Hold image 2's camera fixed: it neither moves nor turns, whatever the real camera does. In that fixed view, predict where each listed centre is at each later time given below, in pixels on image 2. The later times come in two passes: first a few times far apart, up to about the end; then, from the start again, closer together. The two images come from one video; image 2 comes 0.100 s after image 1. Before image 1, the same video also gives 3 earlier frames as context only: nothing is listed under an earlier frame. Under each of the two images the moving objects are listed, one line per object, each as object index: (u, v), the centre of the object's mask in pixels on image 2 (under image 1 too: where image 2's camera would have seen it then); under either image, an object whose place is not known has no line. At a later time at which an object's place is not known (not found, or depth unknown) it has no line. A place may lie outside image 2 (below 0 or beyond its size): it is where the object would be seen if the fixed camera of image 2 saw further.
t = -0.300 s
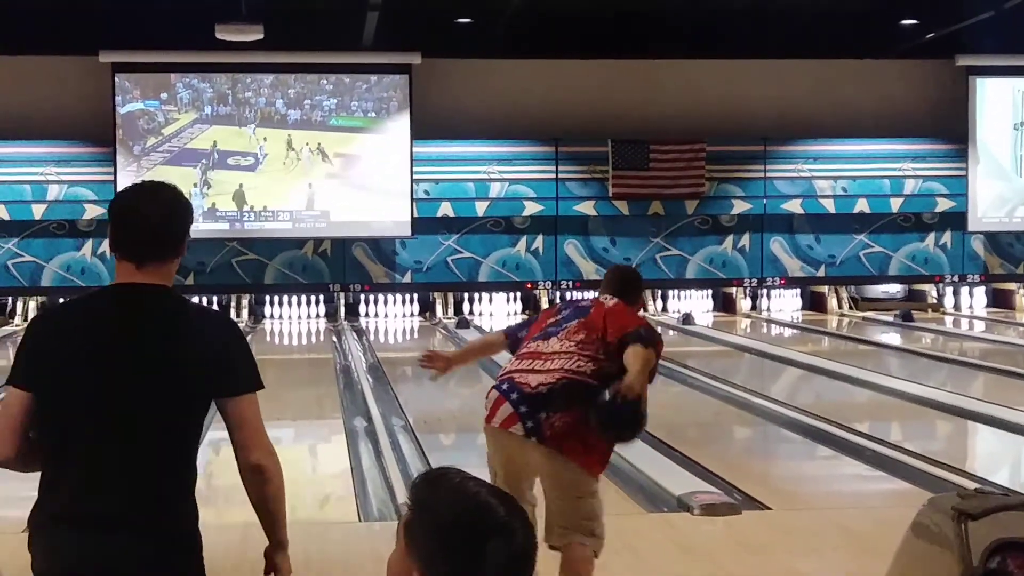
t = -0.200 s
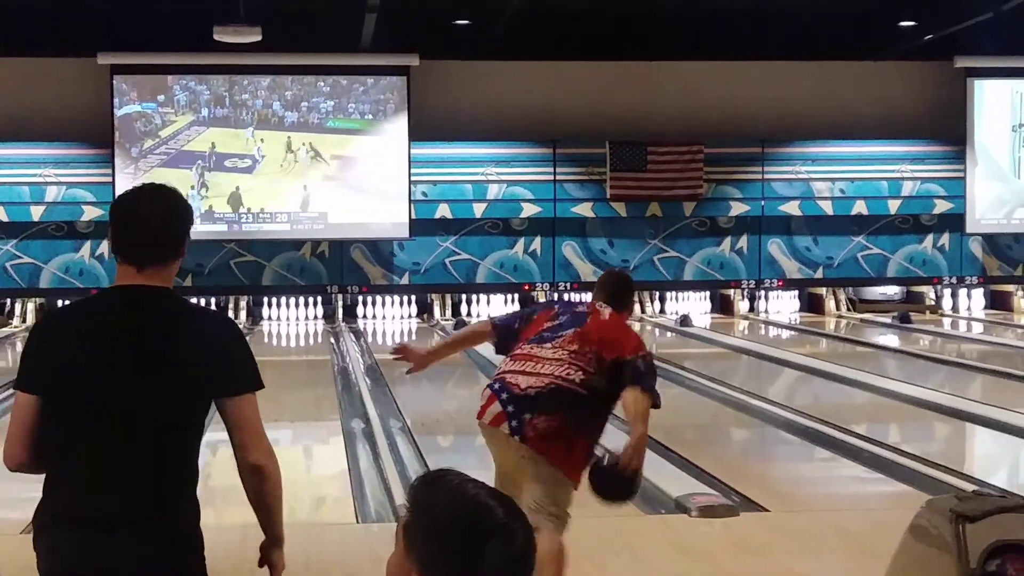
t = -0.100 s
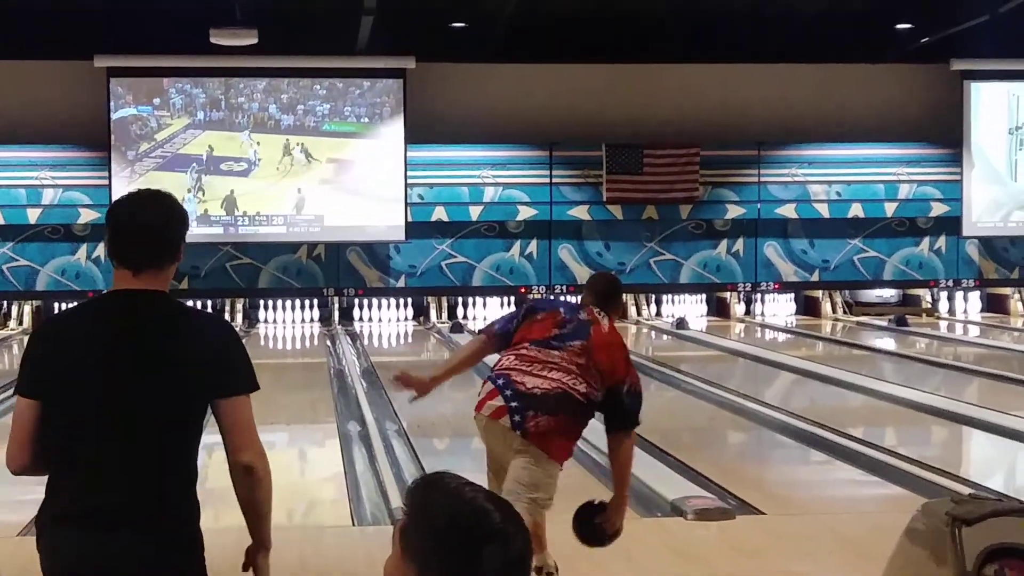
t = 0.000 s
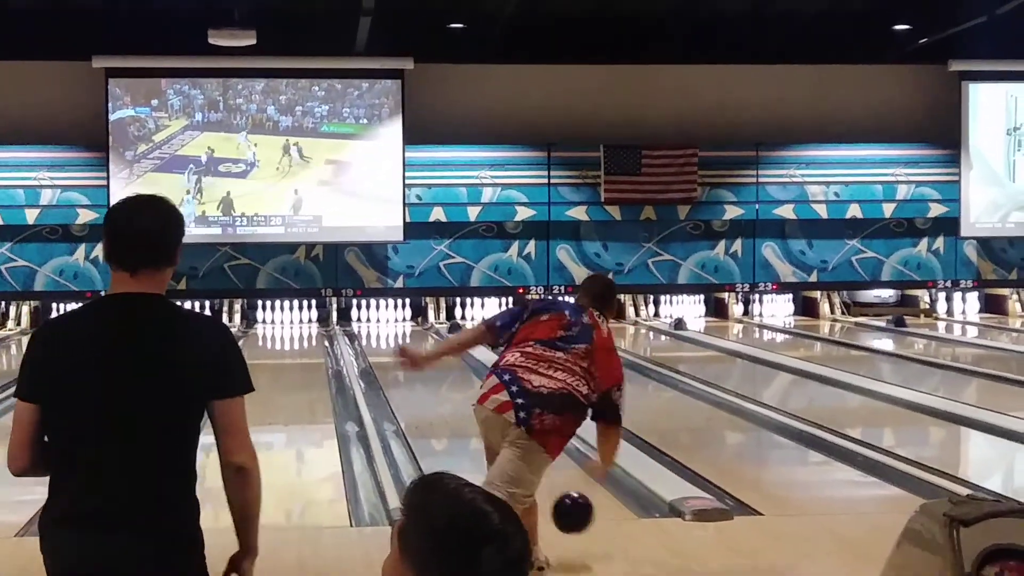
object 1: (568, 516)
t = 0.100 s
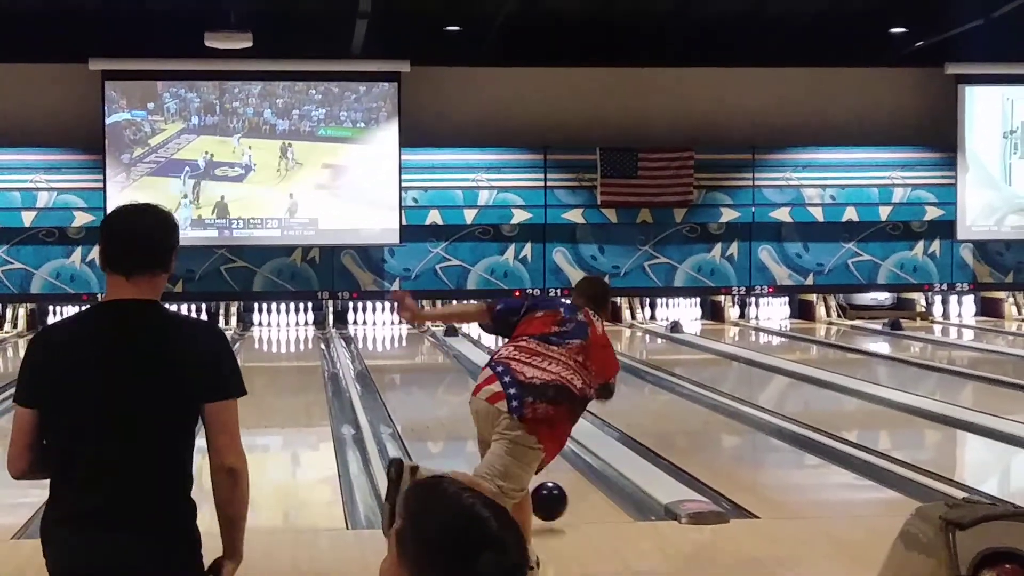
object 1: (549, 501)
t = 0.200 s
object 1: (539, 483)
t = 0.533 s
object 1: (481, 430)
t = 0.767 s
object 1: (470, 402)
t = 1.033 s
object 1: (452, 379)
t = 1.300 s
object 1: (438, 362)
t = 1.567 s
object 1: (426, 348)
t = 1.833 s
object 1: (414, 338)
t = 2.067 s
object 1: (403, 329)
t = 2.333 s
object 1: (388, 323)
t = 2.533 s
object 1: (381, 319)
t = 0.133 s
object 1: (545, 501)
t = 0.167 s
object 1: (541, 491)
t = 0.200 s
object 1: (539, 483)
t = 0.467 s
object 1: (484, 439)
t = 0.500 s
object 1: (483, 433)
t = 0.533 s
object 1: (481, 430)
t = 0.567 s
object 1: (480, 425)
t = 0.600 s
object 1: (479, 421)
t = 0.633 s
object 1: (479, 416)
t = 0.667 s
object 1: (478, 412)
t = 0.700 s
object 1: (475, 409)
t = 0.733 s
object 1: (472, 405)
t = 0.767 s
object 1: (470, 402)
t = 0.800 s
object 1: (467, 398)
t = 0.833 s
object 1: (465, 395)
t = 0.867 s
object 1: (462, 392)
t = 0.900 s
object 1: (460, 389)
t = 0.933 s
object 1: (458, 387)
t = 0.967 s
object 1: (456, 384)
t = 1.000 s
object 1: (454, 381)
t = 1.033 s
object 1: (452, 379)
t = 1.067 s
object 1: (450, 377)
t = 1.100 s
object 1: (448, 374)
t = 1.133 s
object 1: (446, 372)
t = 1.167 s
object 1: (444, 370)
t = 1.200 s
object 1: (443, 368)
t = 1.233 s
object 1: (441, 366)
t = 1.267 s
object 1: (439, 364)
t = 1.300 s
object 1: (438, 362)
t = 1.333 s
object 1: (436, 360)
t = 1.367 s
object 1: (435, 358)
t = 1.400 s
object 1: (433, 356)
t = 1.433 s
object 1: (432, 355)
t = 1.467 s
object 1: (430, 353)
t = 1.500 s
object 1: (429, 351)
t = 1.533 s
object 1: (427, 350)
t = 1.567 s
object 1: (426, 348)
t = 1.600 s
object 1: (425, 347)
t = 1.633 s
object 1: (423, 345)
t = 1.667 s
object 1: (422, 344)
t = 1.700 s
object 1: (420, 342)
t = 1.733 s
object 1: (419, 341)
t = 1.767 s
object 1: (417, 340)
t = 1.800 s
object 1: (416, 339)
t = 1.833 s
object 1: (414, 338)
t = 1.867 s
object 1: (413, 336)
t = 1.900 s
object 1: (411, 335)
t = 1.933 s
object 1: (409, 334)
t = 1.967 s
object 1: (408, 332)
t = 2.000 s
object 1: (406, 332)
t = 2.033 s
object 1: (405, 331)
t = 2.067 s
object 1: (403, 329)
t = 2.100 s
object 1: (401, 328)
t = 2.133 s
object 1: (400, 328)
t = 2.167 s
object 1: (397, 327)
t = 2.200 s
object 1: (396, 326)
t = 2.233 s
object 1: (394, 325)
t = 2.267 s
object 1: (392, 324)
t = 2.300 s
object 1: (390, 324)
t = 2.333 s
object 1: (388, 323)
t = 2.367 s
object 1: (387, 322)
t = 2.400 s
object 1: (384, 322)
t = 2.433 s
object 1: (383, 321)
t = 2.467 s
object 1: (383, 320)
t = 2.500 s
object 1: (382, 319)
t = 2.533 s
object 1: (381, 319)
